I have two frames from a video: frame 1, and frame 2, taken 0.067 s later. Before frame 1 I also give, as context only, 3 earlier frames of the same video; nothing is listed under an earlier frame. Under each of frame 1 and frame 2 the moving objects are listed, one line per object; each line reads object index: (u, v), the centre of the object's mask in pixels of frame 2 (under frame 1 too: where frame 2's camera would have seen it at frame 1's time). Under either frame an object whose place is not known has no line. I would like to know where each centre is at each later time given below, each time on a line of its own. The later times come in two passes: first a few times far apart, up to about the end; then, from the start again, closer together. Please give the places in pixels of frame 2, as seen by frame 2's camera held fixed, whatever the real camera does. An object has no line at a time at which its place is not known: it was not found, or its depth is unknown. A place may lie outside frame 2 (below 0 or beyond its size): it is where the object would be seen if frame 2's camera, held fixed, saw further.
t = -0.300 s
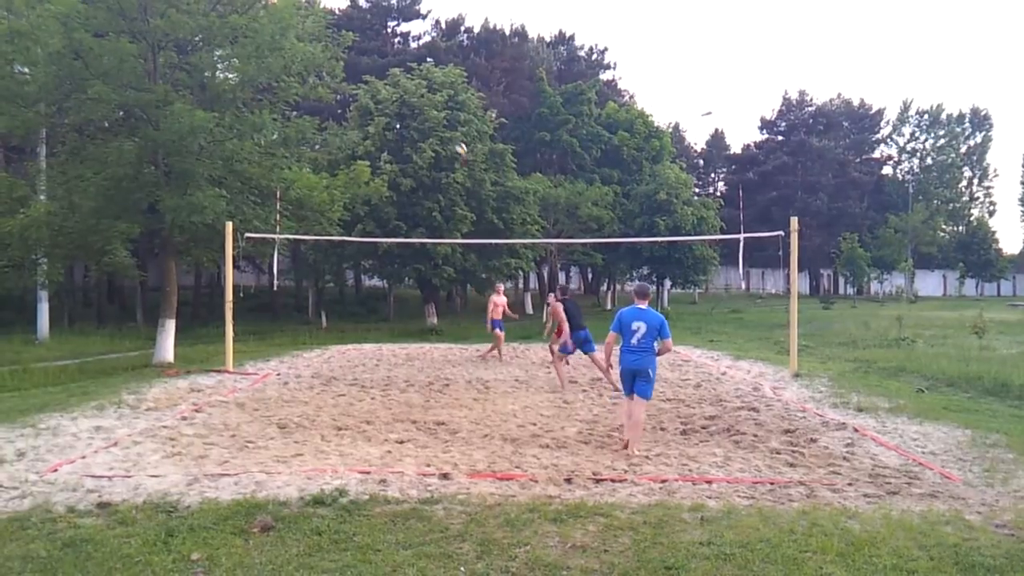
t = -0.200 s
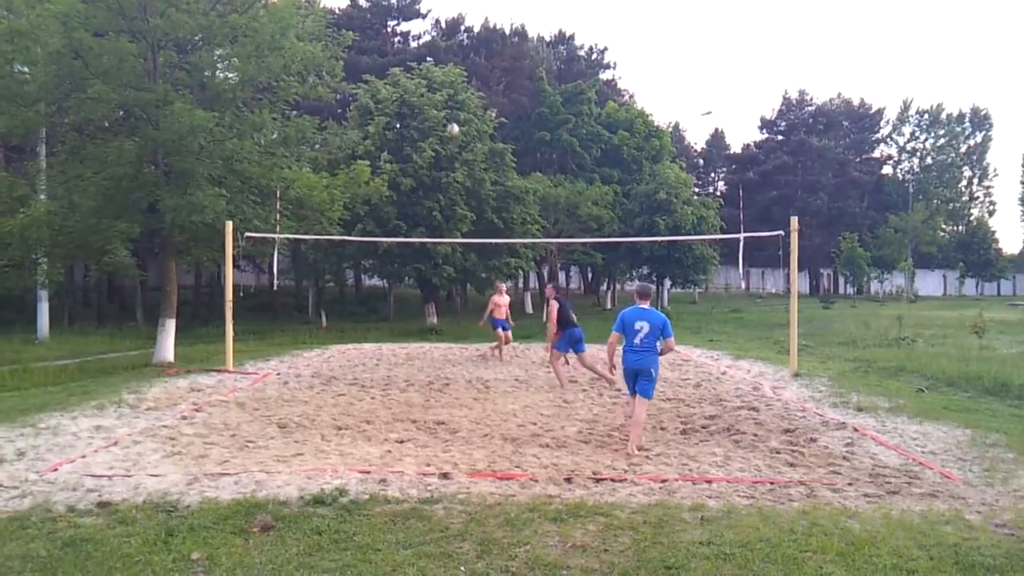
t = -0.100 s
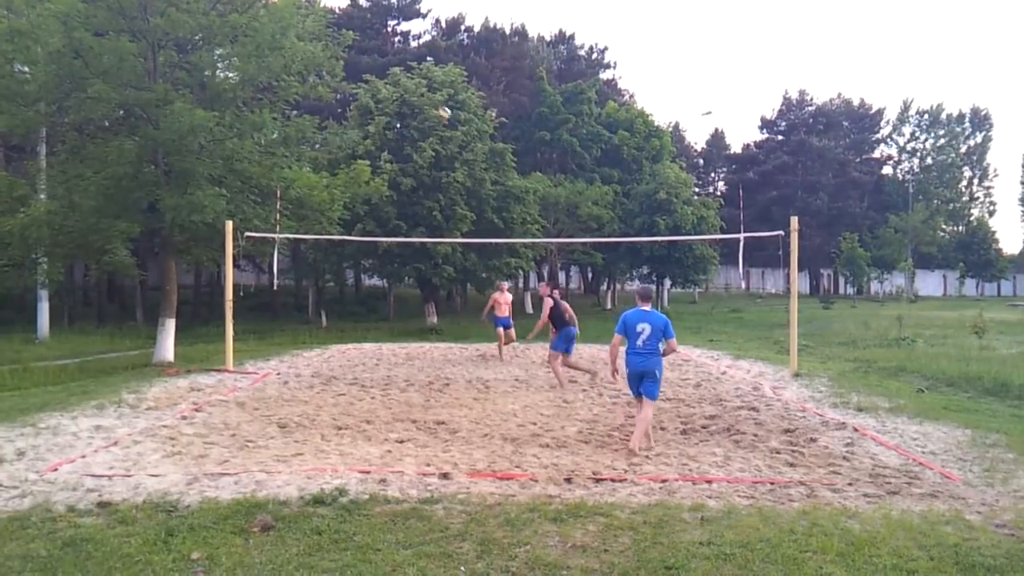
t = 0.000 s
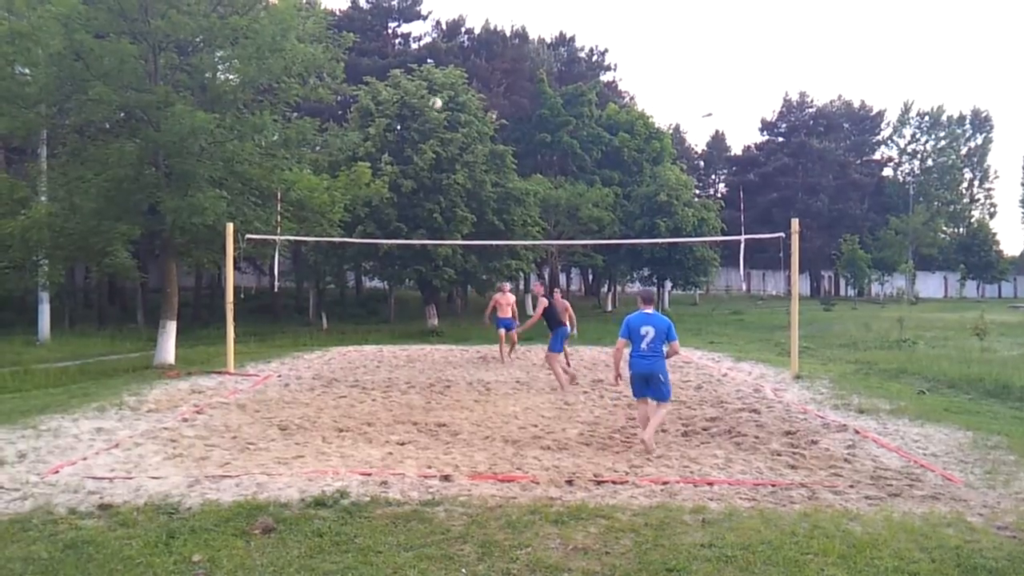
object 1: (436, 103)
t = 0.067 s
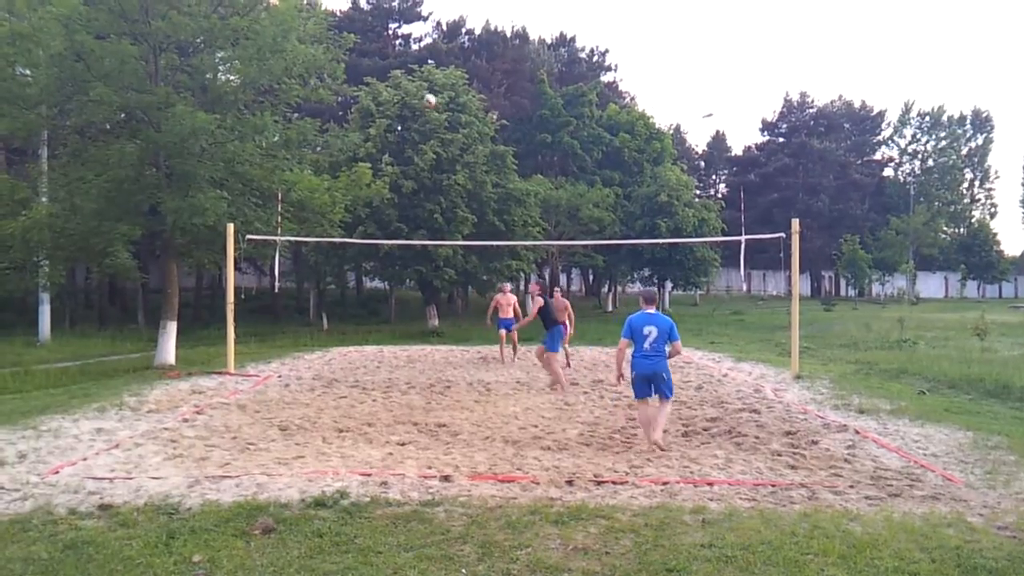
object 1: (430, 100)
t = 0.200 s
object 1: (416, 97)
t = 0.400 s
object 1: (392, 114)
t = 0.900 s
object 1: (323, 279)
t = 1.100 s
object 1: (291, 403)
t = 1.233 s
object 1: (290, 392)
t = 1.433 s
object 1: (290, 395)
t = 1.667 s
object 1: (288, 411)
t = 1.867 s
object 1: (294, 417)
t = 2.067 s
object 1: (296, 420)
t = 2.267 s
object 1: (292, 424)
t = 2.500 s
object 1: (292, 424)
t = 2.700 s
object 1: (294, 423)
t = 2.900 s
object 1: (291, 424)
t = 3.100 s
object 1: (288, 424)
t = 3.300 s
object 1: (289, 424)
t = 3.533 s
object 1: (291, 425)
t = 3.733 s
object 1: (291, 425)
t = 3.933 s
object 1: (291, 425)
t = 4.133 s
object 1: (290, 425)
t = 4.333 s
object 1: (291, 425)
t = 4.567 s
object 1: (290, 425)
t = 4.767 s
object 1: (290, 425)
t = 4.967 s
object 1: (291, 425)
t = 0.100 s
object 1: (426, 98)
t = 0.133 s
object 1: (423, 97)
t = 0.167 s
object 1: (420, 97)
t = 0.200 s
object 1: (416, 97)
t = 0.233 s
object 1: (412, 99)
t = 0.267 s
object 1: (408, 100)
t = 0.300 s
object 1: (405, 103)
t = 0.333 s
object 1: (401, 106)
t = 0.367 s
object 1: (396, 109)
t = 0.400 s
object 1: (392, 114)
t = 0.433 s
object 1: (389, 119)
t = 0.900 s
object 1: (323, 279)
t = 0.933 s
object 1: (317, 298)
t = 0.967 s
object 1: (312, 317)
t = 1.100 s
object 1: (291, 403)
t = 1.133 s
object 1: (290, 400)
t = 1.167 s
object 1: (290, 397)
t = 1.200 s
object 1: (291, 394)
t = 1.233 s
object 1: (290, 392)
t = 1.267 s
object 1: (290, 390)
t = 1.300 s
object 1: (289, 391)
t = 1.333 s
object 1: (290, 390)
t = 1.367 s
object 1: (289, 391)
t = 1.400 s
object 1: (289, 394)
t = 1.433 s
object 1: (290, 395)
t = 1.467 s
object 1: (288, 400)
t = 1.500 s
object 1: (289, 403)
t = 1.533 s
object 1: (288, 411)
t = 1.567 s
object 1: (288, 411)
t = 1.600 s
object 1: (288, 411)
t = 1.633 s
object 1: (289, 411)
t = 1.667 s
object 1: (288, 411)
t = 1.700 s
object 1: (290, 412)
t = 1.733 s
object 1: (290, 413)
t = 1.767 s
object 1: (291, 415)
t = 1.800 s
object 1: (292, 415)
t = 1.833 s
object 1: (293, 416)
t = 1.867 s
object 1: (294, 417)
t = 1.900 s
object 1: (296, 417)
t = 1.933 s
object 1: (297, 418)
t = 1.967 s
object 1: (298, 417)
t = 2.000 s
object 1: (298, 417)
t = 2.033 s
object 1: (297, 418)
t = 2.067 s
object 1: (296, 420)
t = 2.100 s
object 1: (296, 421)
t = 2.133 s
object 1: (293, 423)
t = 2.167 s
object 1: (293, 424)
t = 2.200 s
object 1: (292, 424)
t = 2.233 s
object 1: (292, 424)
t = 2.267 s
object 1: (292, 424)
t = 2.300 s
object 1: (291, 424)
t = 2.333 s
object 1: (291, 424)
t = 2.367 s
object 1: (291, 424)
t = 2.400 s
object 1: (291, 423)
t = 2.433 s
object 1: (291, 423)
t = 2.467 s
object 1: (292, 424)
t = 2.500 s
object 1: (292, 424)
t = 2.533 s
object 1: (293, 424)
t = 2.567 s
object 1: (293, 423)
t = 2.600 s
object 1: (293, 423)
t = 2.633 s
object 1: (294, 423)
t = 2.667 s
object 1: (293, 423)
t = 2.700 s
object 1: (294, 423)
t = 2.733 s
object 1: (293, 424)
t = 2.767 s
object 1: (293, 424)
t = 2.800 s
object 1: (292, 424)
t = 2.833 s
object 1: (292, 424)
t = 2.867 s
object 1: (292, 424)
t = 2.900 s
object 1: (291, 424)
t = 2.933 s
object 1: (291, 424)
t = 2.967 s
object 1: (291, 425)
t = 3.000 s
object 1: (290, 425)
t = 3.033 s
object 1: (289, 424)
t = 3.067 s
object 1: (289, 424)
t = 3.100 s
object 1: (288, 424)
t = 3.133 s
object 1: (288, 424)
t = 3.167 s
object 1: (288, 424)
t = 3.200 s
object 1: (288, 424)
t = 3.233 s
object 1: (288, 424)
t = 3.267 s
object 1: (288, 424)
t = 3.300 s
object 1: (289, 424)
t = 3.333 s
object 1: (289, 424)
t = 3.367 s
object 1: (289, 424)
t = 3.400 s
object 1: (289, 425)
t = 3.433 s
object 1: (290, 425)
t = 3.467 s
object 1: (290, 425)
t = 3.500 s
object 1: (291, 425)
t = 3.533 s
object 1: (291, 425)
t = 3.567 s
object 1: (291, 425)
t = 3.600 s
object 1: (292, 425)
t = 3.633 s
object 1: (292, 425)
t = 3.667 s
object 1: (291, 425)
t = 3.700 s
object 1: (291, 424)
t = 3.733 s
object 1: (291, 425)
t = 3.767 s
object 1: (291, 425)
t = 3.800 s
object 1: (291, 425)
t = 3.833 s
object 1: (291, 425)
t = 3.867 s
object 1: (290, 425)
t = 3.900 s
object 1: (290, 425)
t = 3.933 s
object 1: (291, 425)
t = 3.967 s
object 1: (290, 425)
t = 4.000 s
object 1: (290, 425)
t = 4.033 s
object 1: (290, 425)
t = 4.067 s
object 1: (290, 425)
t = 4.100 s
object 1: (290, 425)
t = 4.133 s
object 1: (290, 425)
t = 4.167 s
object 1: (291, 425)
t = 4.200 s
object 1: (291, 425)
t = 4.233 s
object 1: (290, 425)
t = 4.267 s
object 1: (291, 425)
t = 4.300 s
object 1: (291, 425)
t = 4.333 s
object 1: (291, 425)
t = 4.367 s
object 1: (290, 425)
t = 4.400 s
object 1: (291, 425)
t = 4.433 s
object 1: (291, 425)
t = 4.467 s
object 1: (290, 425)
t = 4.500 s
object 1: (290, 425)
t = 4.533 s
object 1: (290, 425)
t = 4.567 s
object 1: (290, 425)
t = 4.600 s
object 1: (291, 425)
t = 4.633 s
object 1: (291, 425)
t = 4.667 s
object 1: (291, 425)
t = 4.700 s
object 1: (290, 425)
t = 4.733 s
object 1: (290, 425)
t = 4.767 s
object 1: (290, 425)
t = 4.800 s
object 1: (290, 425)
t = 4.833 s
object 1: (290, 425)
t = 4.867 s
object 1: (291, 425)
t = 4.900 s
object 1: (291, 425)
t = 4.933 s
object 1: (291, 425)
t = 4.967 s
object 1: (291, 425)
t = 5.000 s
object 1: (291, 425)
